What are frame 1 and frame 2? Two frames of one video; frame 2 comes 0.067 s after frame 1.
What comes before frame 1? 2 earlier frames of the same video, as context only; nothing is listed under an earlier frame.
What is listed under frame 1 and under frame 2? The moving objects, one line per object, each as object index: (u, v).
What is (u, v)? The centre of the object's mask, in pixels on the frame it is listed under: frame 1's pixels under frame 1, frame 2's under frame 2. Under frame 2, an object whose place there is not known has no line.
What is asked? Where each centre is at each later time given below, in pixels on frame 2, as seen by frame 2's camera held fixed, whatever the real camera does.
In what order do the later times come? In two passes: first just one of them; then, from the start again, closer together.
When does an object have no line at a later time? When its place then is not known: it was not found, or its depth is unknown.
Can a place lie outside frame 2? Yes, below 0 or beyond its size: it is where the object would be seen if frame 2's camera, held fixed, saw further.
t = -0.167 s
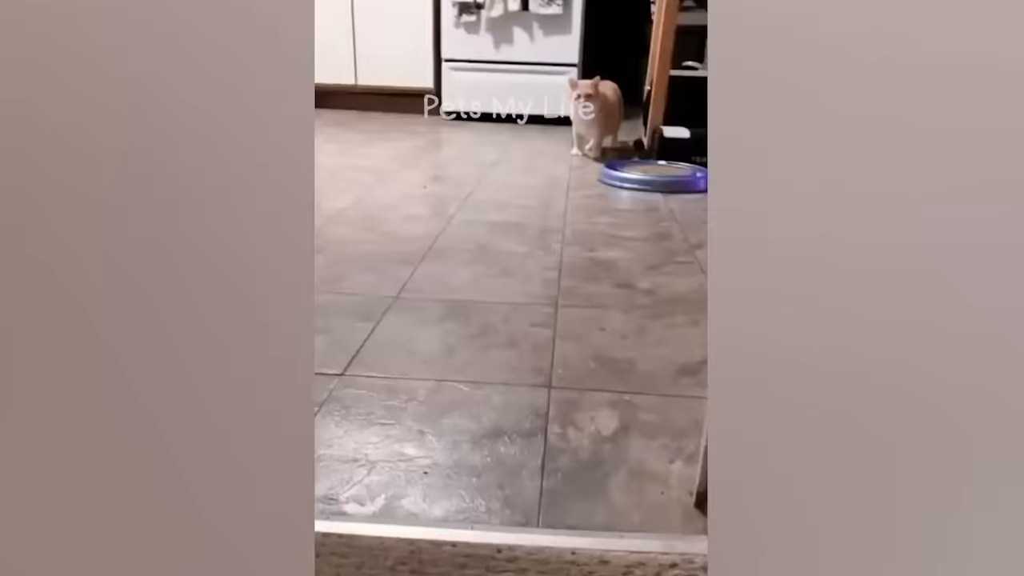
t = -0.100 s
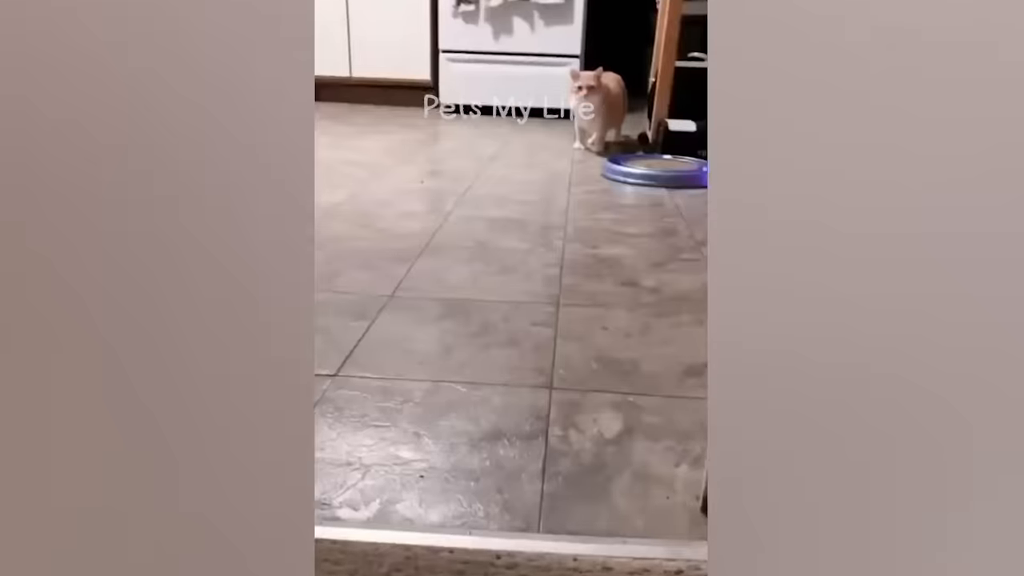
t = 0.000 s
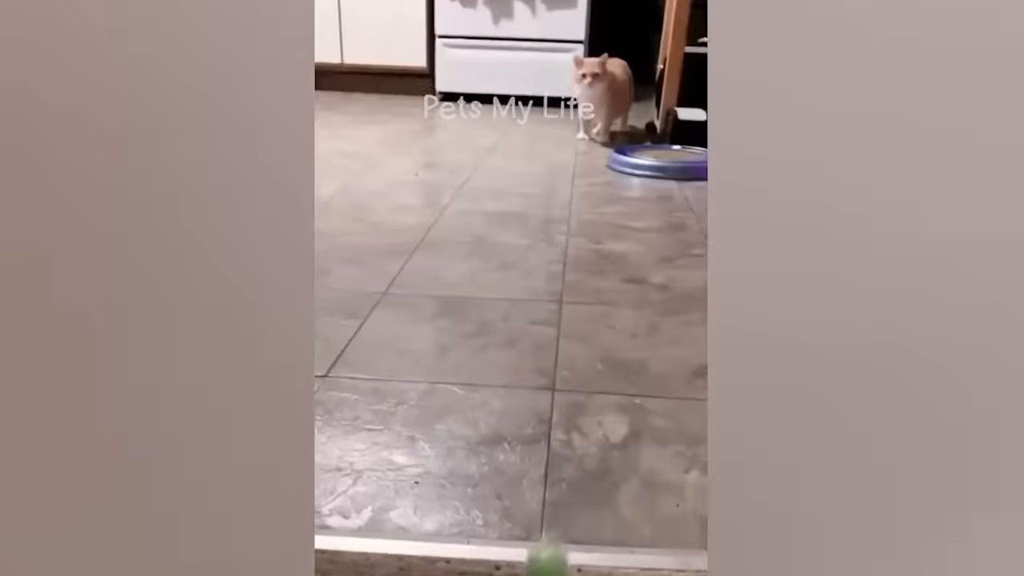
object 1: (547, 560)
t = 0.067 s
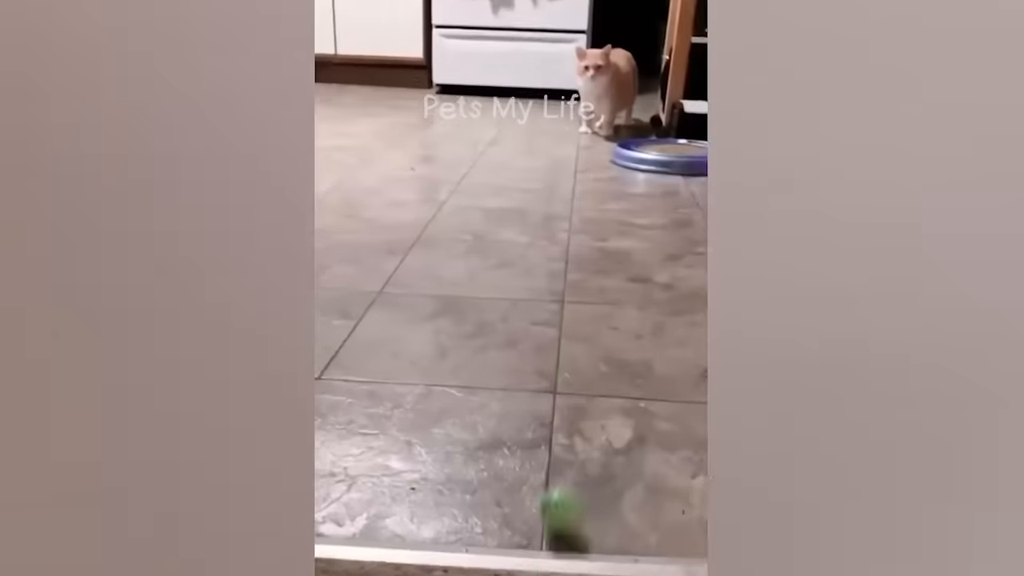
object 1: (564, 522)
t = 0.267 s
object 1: (585, 375)
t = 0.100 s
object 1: (568, 491)
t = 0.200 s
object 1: (577, 418)
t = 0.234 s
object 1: (581, 395)
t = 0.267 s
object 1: (585, 375)
